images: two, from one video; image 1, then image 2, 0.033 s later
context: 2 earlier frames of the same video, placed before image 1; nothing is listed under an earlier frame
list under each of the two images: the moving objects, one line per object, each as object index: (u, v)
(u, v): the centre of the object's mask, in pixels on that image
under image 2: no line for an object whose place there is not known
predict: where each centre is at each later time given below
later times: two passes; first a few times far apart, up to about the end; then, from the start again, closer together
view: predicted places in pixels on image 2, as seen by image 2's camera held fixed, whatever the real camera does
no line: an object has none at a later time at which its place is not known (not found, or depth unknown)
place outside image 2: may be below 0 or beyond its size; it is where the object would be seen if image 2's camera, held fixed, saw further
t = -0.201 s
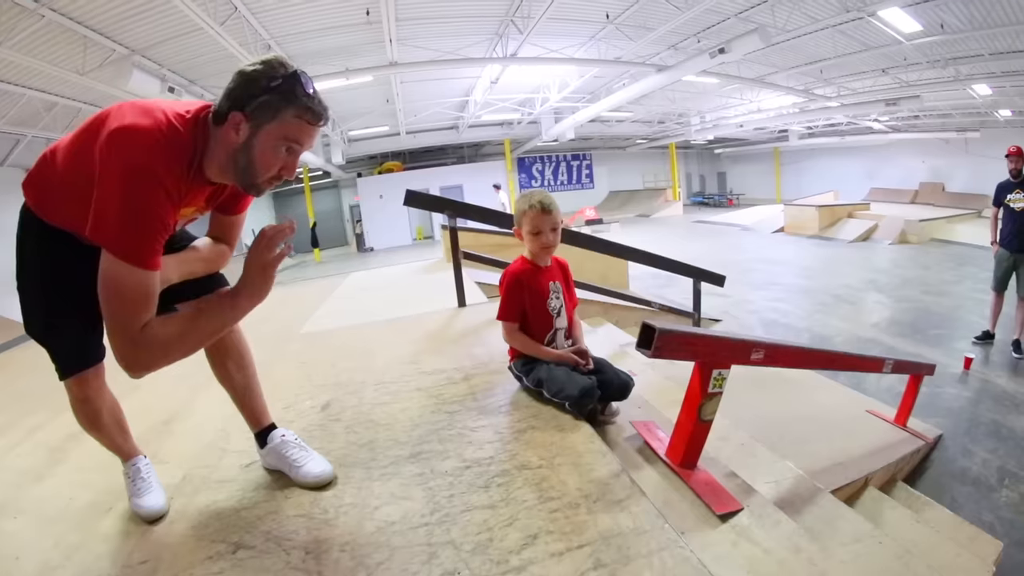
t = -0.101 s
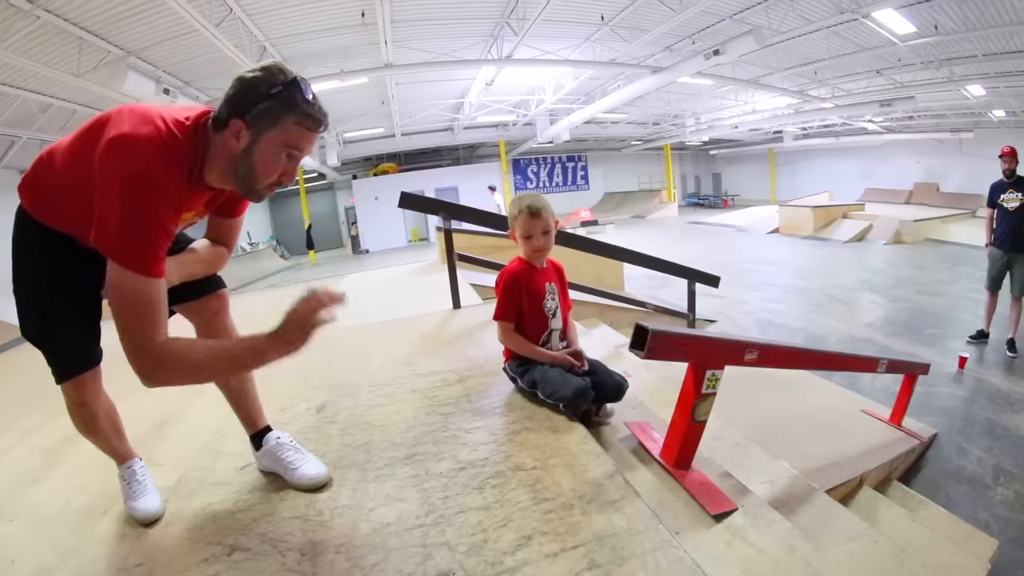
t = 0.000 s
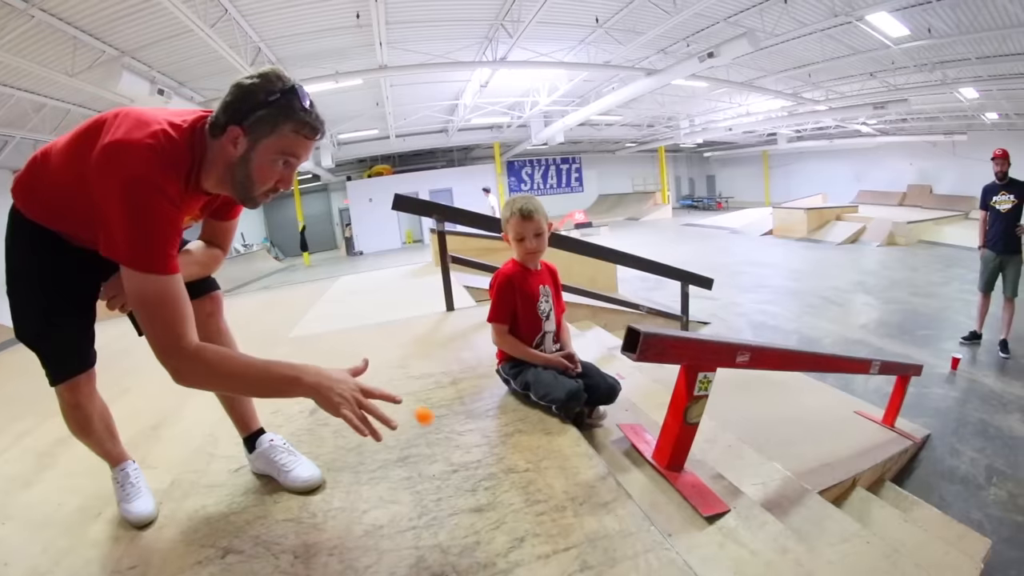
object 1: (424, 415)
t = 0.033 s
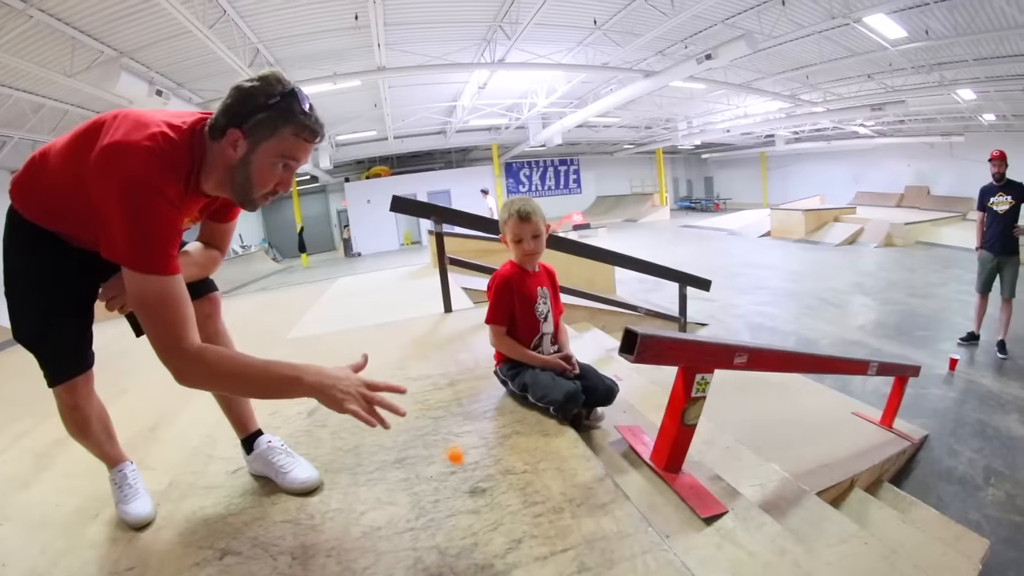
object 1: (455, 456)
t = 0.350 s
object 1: (544, 225)
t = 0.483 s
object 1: (592, 236)
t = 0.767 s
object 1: (712, 270)
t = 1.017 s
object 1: (795, 335)
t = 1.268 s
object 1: (859, 328)
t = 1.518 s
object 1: (899, 333)
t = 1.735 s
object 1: (918, 348)
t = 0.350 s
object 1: (544, 225)
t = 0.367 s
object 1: (550, 223)
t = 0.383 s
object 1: (555, 221)
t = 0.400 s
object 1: (560, 221)
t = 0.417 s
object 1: (567, 221)
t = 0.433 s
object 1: (572, 222)
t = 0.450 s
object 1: (579, 226)
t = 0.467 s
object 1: (585, 230)
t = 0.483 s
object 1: (592, 236)
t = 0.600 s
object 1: (633, 309)
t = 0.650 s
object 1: (656, 304)
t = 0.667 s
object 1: (664, 295)
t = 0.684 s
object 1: (675, 287)
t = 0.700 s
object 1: (682, 281)
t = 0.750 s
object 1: (705, 271)
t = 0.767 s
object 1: (712, 270)
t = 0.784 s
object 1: (719, 270)
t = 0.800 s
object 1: (727, 271)
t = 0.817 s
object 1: (733, 272)
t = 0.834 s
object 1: (740, 275)
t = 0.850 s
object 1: (746, 279)
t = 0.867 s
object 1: (751, 284)
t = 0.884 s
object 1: (757, 289)
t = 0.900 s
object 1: (762, 295)
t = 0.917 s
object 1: (768, 303)
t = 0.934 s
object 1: (772, 310)
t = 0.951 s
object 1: (776, 318)
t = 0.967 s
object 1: (780, 327)
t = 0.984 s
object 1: (784, 336)
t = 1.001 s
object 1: (787, 342)
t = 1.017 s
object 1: (795, 335)
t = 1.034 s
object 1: (800, 329)
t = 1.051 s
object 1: (806, 323)
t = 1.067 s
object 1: (812, 319)
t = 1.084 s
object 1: (818, 316)
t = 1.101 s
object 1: (823, 313)
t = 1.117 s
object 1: (828, 312)
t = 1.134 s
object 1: (832, 311)
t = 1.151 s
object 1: (837, 311)
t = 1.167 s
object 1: (840, 311)
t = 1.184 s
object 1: (844, 313)
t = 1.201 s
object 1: (847, 315)
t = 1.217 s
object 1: (851, 317)
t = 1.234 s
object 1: (854, 321)
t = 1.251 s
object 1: (856, 324)
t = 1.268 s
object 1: (859, 328)
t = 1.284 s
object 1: (861, 333)
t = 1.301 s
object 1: (863, 338)
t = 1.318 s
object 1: (866, 344)
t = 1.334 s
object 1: (866, 350)
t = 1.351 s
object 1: (868, 351)
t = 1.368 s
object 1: (872, 346)
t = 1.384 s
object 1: (876, 342)
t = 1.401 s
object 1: (880, 339)
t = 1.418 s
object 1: (883, 337)
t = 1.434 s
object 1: (886, 335)
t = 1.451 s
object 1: (889, 333)
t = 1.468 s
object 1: (891, 332)
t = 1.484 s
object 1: (894, 332)
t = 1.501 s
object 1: (896, 332)
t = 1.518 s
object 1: (899, 333)
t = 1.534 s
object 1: (900, 334)
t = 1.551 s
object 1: (902, 336)
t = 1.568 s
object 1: (903, 338)
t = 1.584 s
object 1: (905, 340)
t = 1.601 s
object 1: (906, 343)
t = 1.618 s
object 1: (907, 347)
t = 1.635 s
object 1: (908, 350)
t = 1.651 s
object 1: (908, 354)
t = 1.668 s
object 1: (909, 360)
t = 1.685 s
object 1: (911, 355)
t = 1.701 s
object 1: (914, 352)
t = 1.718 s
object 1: (916, 350)
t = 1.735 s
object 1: (918, 348)
